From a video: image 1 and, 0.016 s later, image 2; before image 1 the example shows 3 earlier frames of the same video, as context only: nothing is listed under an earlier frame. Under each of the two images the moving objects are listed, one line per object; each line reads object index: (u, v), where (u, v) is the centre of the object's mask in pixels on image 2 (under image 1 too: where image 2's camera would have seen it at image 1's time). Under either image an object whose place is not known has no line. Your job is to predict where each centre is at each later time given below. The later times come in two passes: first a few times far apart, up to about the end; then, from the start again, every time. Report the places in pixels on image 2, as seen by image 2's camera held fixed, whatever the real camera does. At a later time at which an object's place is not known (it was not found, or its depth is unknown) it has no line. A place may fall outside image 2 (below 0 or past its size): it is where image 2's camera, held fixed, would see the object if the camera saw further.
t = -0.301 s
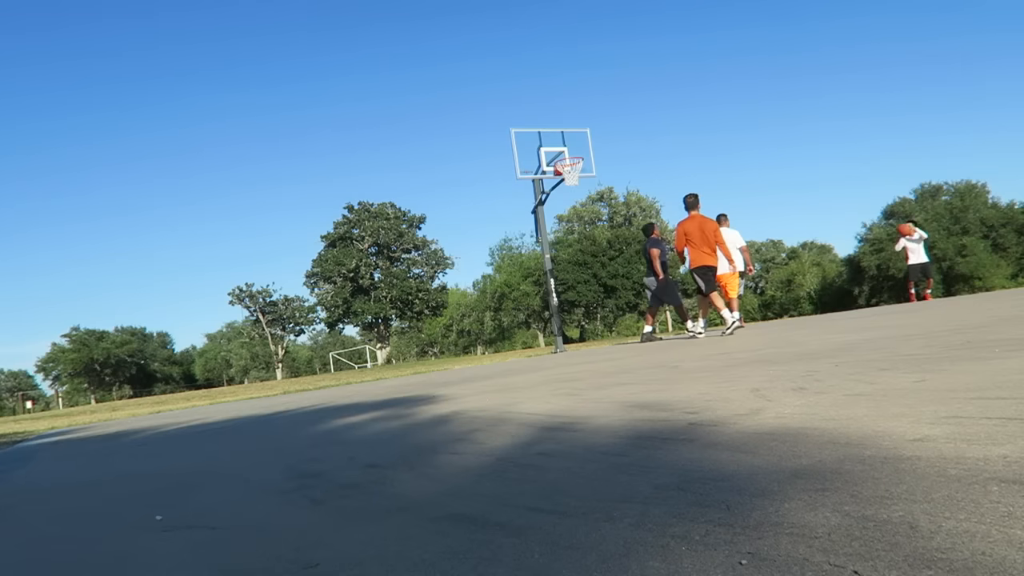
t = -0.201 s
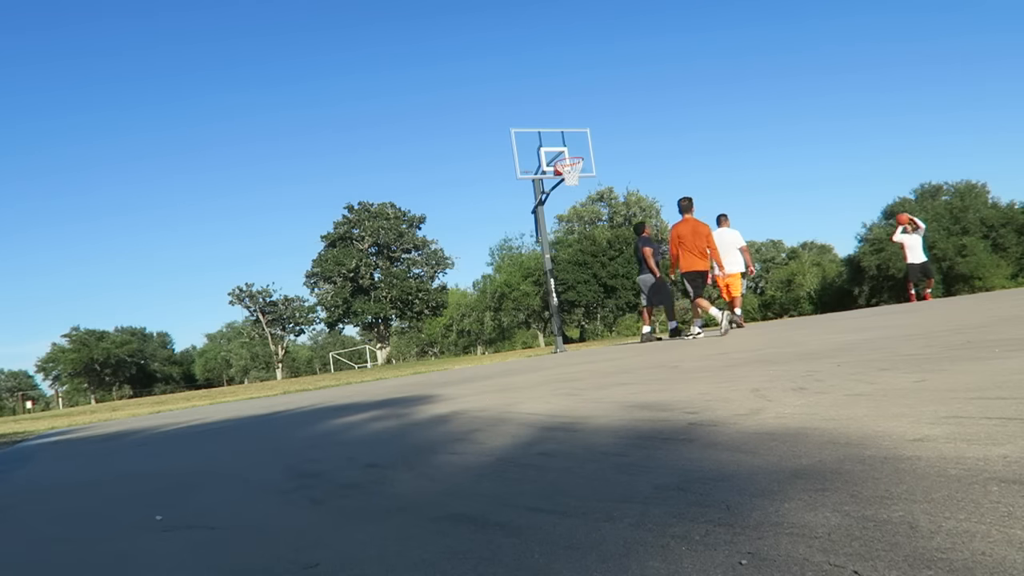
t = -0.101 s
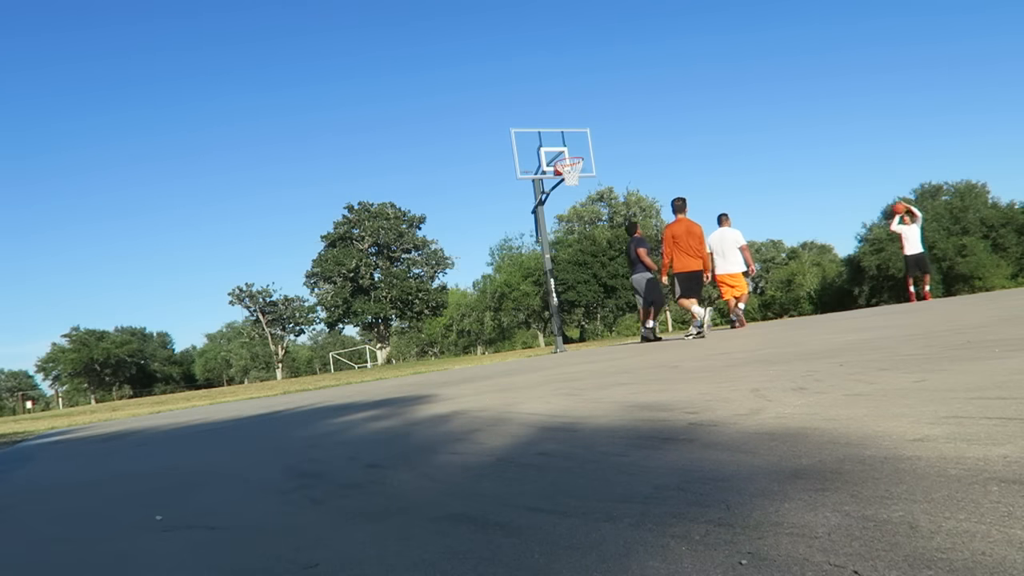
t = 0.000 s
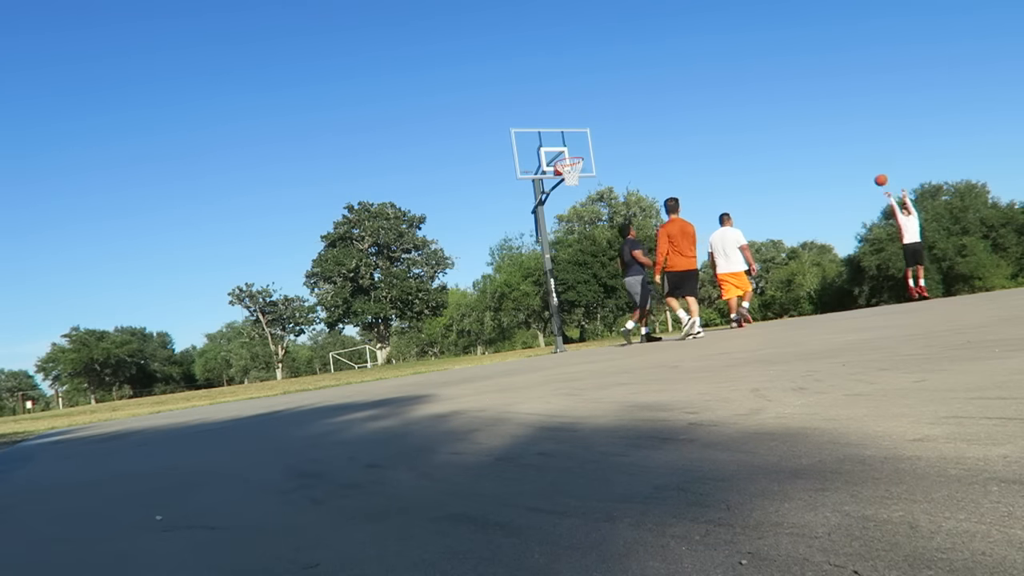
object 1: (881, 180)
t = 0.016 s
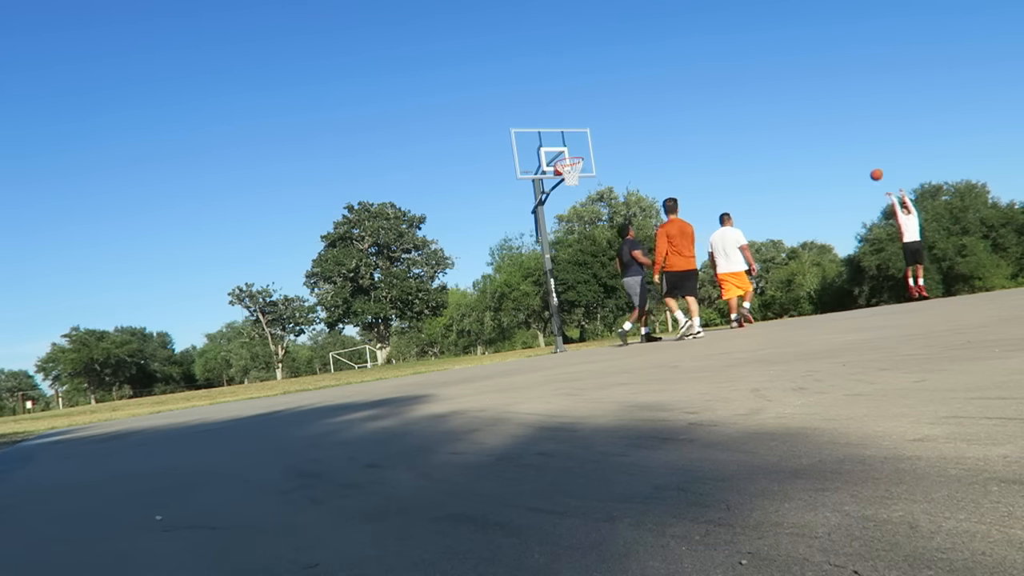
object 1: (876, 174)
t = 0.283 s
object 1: (809, 104)
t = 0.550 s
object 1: (745, 66)
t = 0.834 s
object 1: (680, 65)
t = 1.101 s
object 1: (620, 105)
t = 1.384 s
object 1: (577, 131)
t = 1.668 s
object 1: (565, 104)
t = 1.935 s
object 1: (561, 123)
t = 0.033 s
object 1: (872, 169)
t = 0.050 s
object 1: (868, 164)
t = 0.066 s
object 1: (863, 159)
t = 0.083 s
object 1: (859, 154)
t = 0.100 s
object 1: (855, 149)
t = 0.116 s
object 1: (851, 144)
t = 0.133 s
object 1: (847, 139)
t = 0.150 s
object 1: (843, 135)
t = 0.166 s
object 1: (838, 131)
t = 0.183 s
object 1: (834, 126)
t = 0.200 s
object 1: (830, 122)
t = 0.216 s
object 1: (826, 118)
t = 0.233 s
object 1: (822, 114)
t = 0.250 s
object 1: (818, 111)
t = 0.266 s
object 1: (813, 107)
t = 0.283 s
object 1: (809, 104)
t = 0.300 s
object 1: (805, 100)
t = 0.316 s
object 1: (801, 97)
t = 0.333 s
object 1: (797, 94)
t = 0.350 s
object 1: (793, 91)
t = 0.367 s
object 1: (789, 88)
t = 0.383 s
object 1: (785, 85)
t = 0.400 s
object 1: (781, 83)
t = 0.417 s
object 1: (777, 81)
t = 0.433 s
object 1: (773, 78)
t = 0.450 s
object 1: (769, 76)
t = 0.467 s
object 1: (765, 74)
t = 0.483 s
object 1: (761, 72)
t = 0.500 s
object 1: (757, 70)
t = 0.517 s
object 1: (753, 69)
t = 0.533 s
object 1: (749, 67)
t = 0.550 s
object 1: (745, 66)
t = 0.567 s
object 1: (741, 65)
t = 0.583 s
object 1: (737, 64)
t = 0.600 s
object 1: (733, 63)
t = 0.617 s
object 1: (730, 62)
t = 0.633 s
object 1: (726, 61)
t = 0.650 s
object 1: (722, 61)
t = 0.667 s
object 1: (718, 60)
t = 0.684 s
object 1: (714, 60)
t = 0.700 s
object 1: (710, 60)
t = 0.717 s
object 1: (706, 60)
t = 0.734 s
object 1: (702, 60)
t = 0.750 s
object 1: (699, 61)
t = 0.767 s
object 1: (695, 61)
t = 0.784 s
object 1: (691, 62)
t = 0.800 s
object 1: (687, 63)
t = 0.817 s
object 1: (683, 64)
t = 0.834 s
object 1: (680, 65)
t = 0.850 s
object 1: (676, 66)
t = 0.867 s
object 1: (672, 68)
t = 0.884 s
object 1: (668, 69)
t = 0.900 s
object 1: (664, 71)
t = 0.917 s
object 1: (661, 73)
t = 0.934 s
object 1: (657, 75)
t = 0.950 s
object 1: (653, 77)
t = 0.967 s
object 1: (649, 80)
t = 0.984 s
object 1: (645, 83)
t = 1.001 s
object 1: (642, 85)
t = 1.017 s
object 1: (638, 88)
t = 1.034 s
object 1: (634, 91)
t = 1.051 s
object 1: (631, 94)
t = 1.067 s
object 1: (627, 98)
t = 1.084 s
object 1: (623, 101)
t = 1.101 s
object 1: (620, 105)
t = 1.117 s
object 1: (616, 109)
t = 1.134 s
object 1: (612, 113)
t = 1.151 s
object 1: (609, 118)
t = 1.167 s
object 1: (605, 122)
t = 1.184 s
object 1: (601, 127)
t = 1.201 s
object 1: (598, 132)
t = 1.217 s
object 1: (594, 137)
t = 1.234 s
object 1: (591, 142)
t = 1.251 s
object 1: (587, 147)
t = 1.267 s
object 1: (584, 153)
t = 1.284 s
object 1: (583, 152)
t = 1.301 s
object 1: (582, 148)
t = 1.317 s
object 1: (581, 144)
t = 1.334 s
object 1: (580, 141)
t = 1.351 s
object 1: (579, 138)
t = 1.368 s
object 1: (578, 134)
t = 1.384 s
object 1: (577, 131)
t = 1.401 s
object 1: (576, 128)
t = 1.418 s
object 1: (575, 126)
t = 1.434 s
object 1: (575, 123)
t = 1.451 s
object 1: (574, 121)
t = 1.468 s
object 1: (573, 118)
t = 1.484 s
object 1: (572, 116)
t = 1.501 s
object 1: (571, 114)
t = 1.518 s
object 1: (571, 113)
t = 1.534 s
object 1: (570, 111)
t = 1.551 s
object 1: (569, 110)
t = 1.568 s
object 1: (569, 108)
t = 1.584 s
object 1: (568, 107)
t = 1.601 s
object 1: (567, 106)
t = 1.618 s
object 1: (567, 105)
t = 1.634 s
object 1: (566, 105)
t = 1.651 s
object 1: (566, 104)
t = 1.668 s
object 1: (565, 104)
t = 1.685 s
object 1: (565, 104)
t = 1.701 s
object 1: (565, 104)
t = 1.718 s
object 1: (564, 104)
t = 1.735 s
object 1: (564, 105)
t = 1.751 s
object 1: (563, 105)
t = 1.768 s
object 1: (563, 106)
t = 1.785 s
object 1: (562, 107)
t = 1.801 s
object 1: (562, 108)
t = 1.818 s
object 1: (562, 109)
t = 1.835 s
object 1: (562, 110)
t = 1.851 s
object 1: (561, 112)
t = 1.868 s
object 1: (561, 114)
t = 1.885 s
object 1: (561, 116)
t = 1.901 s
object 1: (561, 118)
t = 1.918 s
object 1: (561, 120)
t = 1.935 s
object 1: (561, 123)
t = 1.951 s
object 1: (561, 125)
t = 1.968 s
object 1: (560, 128)
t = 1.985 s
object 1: (560, 132)
